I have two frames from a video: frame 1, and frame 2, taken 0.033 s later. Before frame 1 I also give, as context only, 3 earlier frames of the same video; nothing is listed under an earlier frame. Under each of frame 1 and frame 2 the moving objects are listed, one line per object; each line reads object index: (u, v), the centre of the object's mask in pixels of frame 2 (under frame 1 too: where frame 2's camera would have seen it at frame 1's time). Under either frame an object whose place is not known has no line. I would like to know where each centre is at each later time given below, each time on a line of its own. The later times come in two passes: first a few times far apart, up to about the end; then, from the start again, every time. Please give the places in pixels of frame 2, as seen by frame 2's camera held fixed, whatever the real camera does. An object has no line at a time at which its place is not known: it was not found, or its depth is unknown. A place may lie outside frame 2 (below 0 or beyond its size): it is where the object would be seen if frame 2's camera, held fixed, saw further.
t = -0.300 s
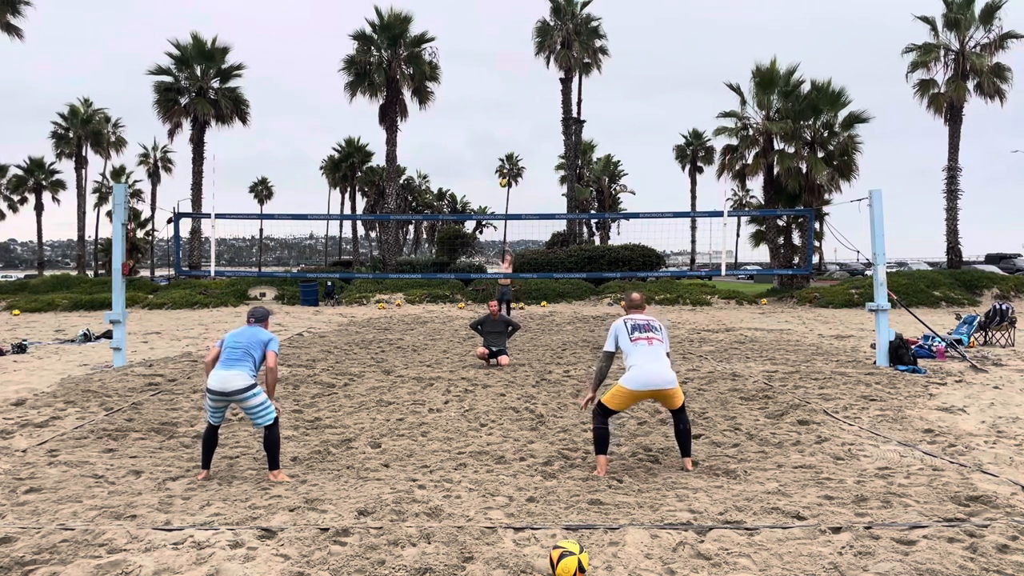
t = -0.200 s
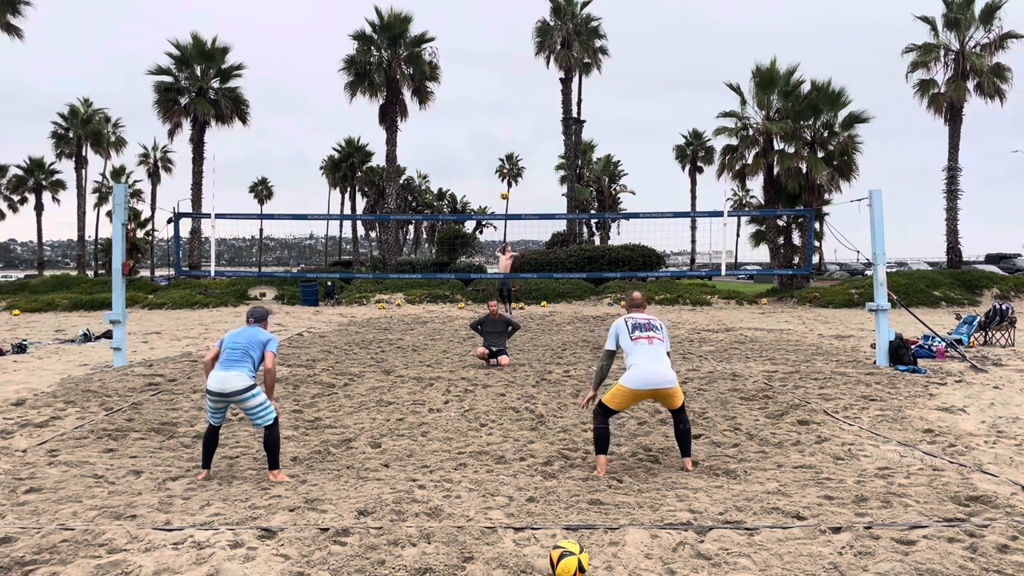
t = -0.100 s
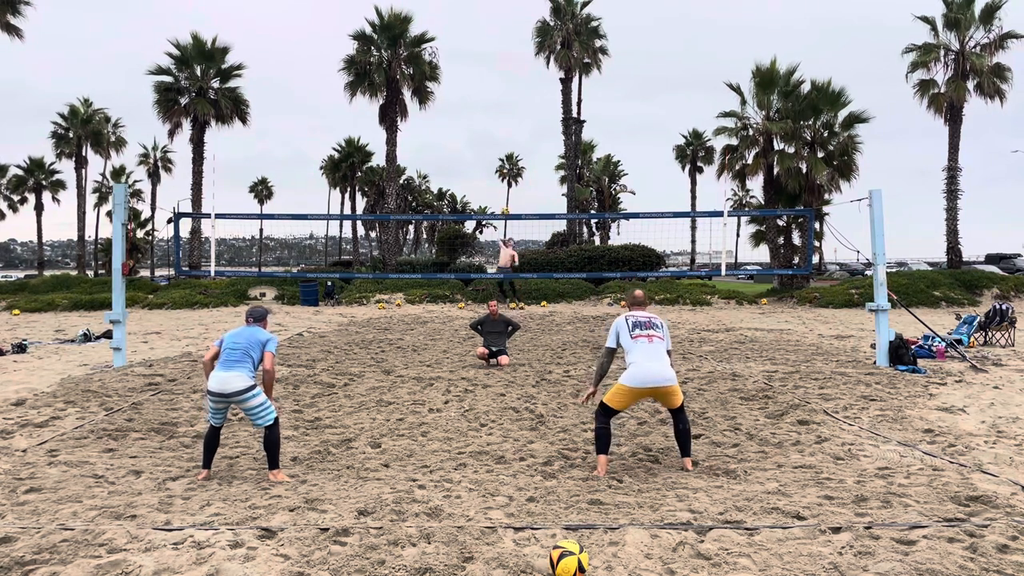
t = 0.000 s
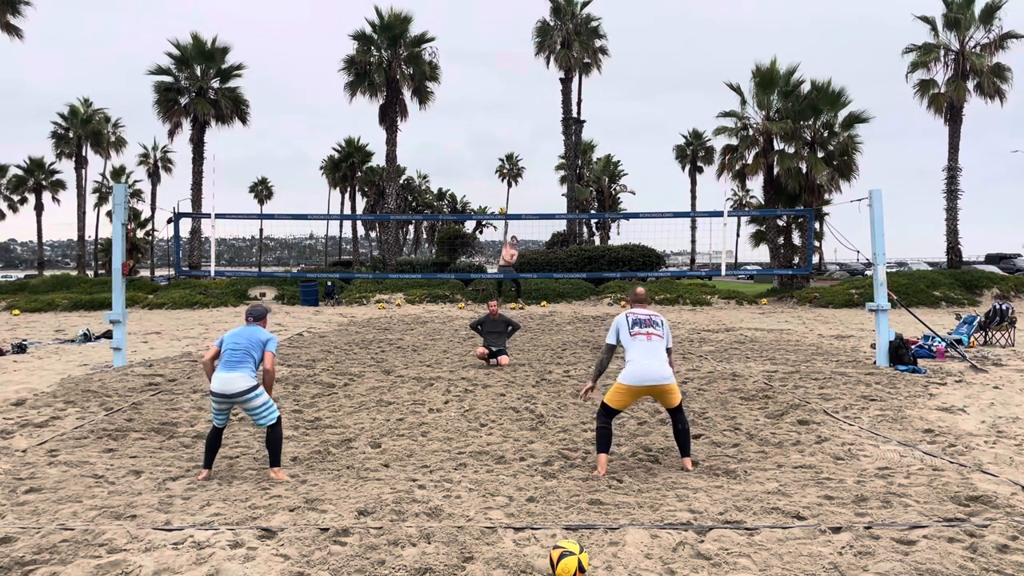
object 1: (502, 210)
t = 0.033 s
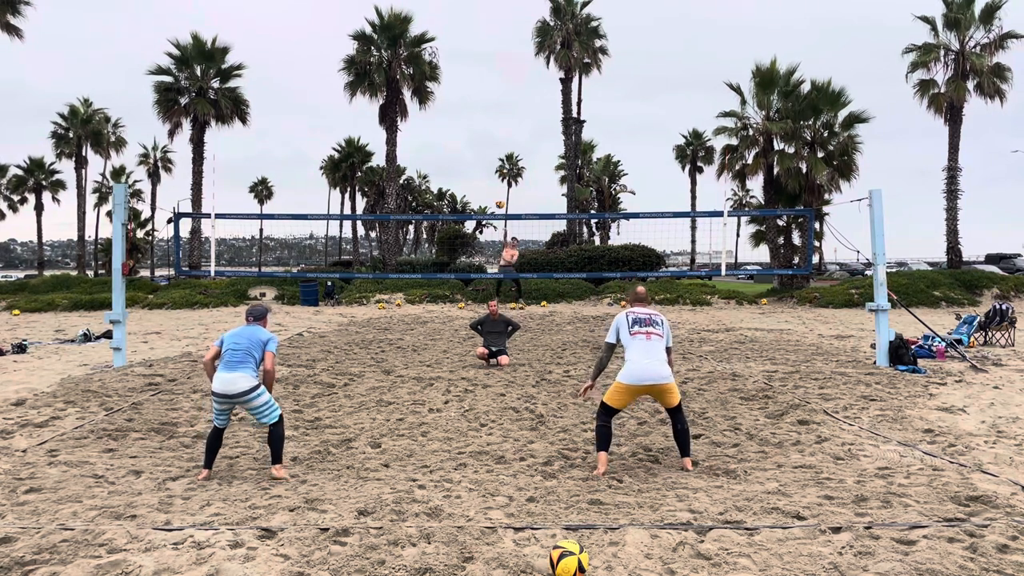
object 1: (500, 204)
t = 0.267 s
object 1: (476, 165)
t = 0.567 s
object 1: (431, 156)
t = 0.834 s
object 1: (362, 224)
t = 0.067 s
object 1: (497, 197)
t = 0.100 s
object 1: (494, 191)
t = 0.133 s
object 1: (491, 185)
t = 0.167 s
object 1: (487, 179)
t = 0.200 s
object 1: (484, 174)
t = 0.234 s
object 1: (480, 169)
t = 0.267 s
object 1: (476, 165)
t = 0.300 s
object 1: (472, 161)
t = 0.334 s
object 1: (468, 158)
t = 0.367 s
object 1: (463, 156)
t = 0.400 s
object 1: (458, 154)
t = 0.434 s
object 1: (454, 153)
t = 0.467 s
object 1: (448, 152)
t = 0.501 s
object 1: (443, 153)
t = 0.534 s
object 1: (437, 154)
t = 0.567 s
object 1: (431, 156)
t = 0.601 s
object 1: (424, 160)
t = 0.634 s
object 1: (417, 165)
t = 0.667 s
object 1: (409, 171)
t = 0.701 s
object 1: (401, 177)
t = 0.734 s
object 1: (393, 185)
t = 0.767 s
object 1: (383, 197)
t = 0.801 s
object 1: (373, 210)
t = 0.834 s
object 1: (362, 224)
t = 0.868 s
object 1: (350, 242)
